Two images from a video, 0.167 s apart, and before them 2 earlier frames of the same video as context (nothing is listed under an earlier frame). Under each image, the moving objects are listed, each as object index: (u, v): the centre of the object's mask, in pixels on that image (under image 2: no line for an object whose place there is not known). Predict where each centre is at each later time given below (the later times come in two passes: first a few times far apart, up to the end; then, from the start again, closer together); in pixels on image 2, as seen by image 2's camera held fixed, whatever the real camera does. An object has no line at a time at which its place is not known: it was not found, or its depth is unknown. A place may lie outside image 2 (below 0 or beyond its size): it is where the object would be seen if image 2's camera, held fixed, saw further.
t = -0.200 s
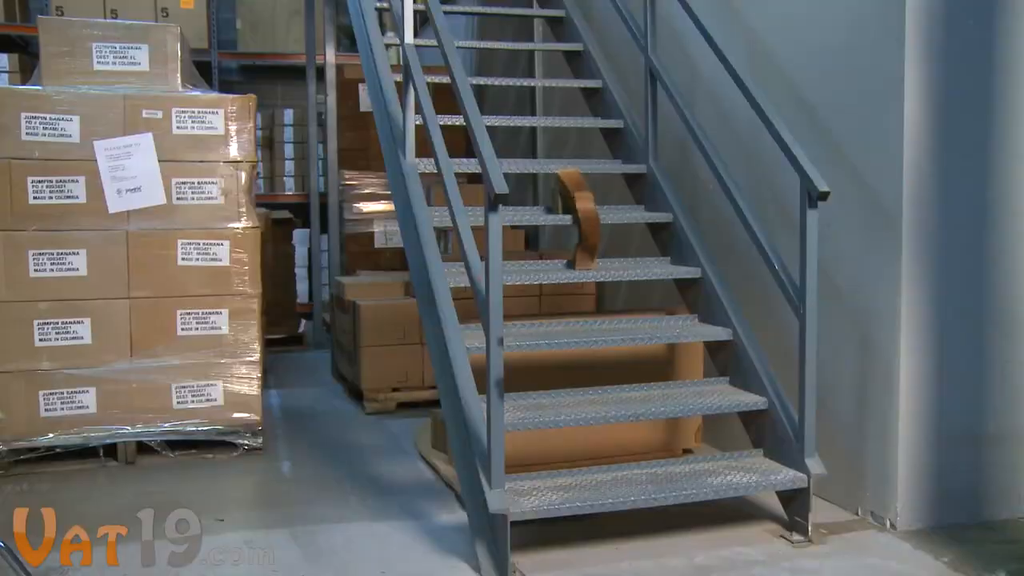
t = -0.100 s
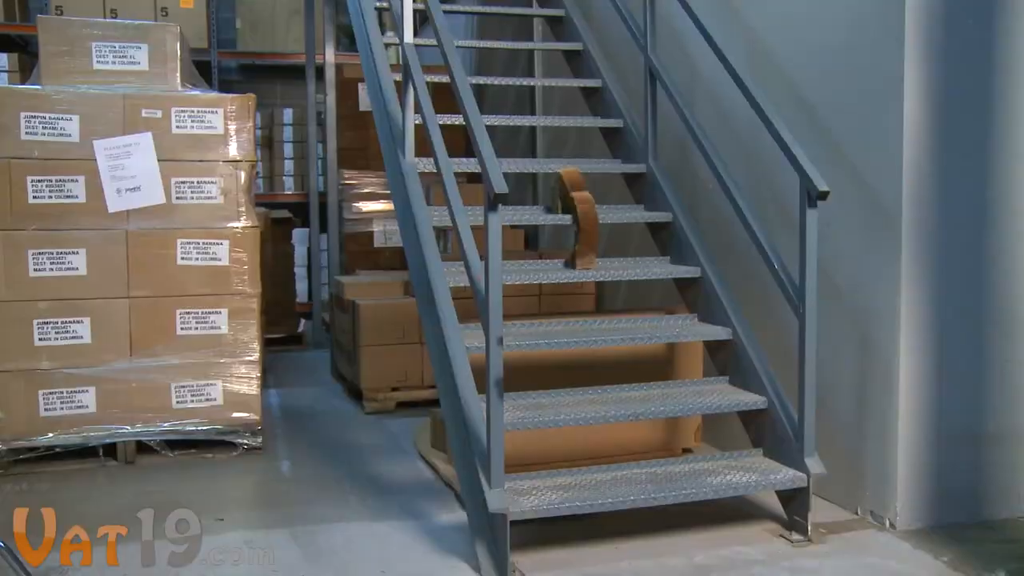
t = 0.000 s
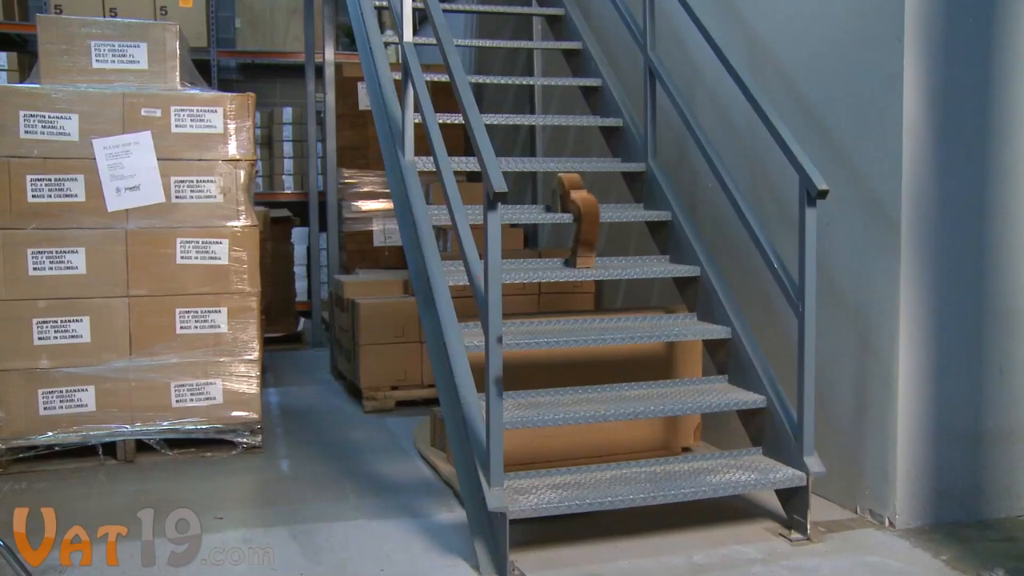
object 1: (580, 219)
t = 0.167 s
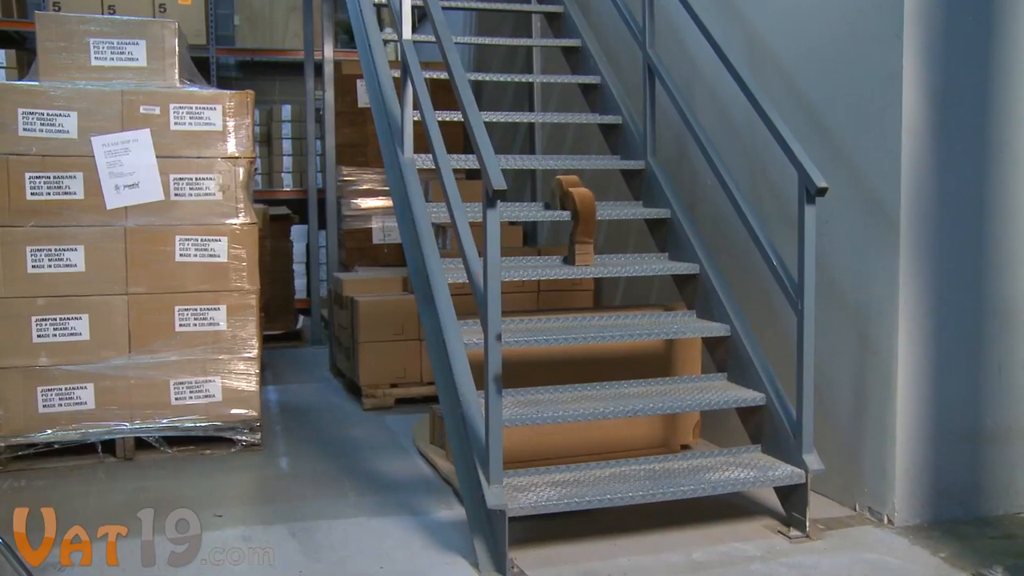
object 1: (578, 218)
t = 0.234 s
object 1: (579, 219)
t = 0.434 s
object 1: (578, 221)
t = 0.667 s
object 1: (581, 228)
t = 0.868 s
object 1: (592, 252)
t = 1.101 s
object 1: (594, 269)
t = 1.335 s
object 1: (594, 275)
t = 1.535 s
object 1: (596, 278)
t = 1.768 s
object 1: (597, 281)
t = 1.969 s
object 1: (607, 295)
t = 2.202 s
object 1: (619, 329)
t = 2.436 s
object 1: (620, 334)
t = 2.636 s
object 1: (620, 337)
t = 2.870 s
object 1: (621, 342)
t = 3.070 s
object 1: (622, 346)
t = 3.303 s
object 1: (640, 368)
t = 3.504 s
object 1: (648, 405)
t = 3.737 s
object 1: (647, 410)
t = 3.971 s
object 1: (648, 414)
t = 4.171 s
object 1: (649, 418)
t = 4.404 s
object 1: (656, 429)
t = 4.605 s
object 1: (673, 462)
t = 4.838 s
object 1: (680, 488)
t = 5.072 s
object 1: (681, 493)
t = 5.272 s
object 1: (682, 497)
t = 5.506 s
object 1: (684, 503)
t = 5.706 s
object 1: (694, 520)
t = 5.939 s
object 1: (709, 549)
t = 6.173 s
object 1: (709, 552)
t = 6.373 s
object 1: (710, 557)
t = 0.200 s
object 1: (578, 219)
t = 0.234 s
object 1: (579, 219)
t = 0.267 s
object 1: (579, 219)
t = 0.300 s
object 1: (579, 220)
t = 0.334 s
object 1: (578, 220)
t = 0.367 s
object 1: (578, 221)
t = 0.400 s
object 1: (578, 221)
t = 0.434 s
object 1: (578, 221)
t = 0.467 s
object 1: (577, 222)
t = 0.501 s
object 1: (578, 223)
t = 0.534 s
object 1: (578, 224)
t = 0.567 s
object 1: (578, 224)
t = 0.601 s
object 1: (578, 225)
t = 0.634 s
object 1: (580, 227)
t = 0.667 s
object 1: (581, 228)
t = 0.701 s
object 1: (583, 231)
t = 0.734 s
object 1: (586, 235)
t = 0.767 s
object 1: (587, 237)
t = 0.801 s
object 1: (590, 241)
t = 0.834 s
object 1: (591, 246)
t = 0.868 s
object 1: (592, 252)
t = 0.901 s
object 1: (594, 257)
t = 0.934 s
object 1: (595, 265)
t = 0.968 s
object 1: (594, 267)
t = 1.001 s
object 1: (594, 268)
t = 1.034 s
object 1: (594, 269)
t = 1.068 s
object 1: (594, 269)
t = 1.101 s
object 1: (594, 269)
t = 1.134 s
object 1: (594, 271)
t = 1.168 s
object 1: (594, 271)
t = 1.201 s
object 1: (594, 272)
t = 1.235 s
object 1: (595, 273)
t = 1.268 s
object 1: (595, 273)
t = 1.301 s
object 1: (594, 274)
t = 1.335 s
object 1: (594, 275)
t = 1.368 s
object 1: (595, 275)
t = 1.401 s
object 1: (595, 276)
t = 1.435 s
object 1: (595, 276)
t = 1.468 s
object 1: (596, 276)
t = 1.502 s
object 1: (596, 277)
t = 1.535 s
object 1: (596, 278)
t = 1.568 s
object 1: (596, 278)
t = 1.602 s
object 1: (596, 279)
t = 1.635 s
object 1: (596, 279)
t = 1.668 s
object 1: (597, 280)
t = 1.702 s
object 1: (597, 280)
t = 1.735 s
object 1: (597, 281)
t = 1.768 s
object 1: (597, 281)
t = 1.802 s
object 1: (598, 282)
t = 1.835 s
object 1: (598, 283)
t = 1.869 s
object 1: (600, 285)
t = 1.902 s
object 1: (602, 289)
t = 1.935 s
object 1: (604, 291)
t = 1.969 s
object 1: (607, 295)
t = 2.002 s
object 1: (609, 297)
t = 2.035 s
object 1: (612, 302)
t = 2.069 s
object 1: (613, 305)
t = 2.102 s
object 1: (615, 312)
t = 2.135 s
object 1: (617, 317)
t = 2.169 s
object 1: (618, 323)
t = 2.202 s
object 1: (619, 329)
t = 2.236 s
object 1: (619, 331)
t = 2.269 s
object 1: (619, 331)
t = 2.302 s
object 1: (620, 332)
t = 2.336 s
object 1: (620, 333)
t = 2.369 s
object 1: (620, 333)
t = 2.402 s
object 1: (620, 332)
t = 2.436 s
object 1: (620, 334)
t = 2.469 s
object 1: (620, 334)
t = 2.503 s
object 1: (621, 335)
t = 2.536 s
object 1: (620, 336)
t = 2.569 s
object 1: (620, 336)
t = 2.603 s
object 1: (620, 336)
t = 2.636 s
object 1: (620, 337)
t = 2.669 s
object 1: (620, 338)
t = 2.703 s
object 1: (620, 339)
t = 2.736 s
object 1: (620, 340)
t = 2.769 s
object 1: (620, 340)
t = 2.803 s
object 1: (621, 341)
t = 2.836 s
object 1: (621, 341)
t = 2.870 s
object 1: (621, 342)
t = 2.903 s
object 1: (621, 343)
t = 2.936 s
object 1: (621, 343)
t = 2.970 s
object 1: (621, 344)
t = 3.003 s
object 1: (622, 345)
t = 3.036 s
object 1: (622, 345)
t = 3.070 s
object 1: (622, 346)
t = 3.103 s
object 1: (623, 347)
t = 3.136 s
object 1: (625, 349)
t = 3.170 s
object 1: (628, 351)
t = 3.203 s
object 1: (630, 356)
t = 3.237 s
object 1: (635, 358)
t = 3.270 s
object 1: (637, 364)
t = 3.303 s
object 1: (640, 368)
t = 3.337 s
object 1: (643, 376)
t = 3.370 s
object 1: (645, 382)
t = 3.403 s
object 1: (646, 389)
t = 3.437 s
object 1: (647, 397)
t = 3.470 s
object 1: (648, 403)
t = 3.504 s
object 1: (648, 405)
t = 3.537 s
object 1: (648, 406)
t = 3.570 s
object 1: (647, 406)
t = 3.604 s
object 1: (647, 407)
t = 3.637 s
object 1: (648, 408)
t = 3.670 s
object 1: (648, 409)
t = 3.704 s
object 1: (647, 410)
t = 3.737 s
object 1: (647, 410)
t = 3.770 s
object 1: (647, 410)
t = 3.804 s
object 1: (647, 411)
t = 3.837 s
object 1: (648, 412)
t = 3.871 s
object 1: (647, 412)
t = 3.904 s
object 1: (648, 413)
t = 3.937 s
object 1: (648, 414)
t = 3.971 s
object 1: (648, 414)
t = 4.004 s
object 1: (648, 414)
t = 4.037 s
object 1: (648, 416)
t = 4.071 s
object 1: (648, 416)
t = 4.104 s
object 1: (648, 416)
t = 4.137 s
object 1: (648, 417)
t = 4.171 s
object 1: (649, 418)
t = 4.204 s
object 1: (649, 418)
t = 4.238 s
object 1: (650, 419)
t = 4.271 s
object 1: (650, 420)
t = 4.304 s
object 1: (650, 420)
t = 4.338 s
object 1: (652, 421)
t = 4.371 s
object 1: (654, 425)
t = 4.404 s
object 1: (656, 429)
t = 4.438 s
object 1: (659, 434)
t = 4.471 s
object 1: (662, 438)
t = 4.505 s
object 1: (664, 442)
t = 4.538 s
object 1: (667, 444)
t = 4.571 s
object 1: (671, 454)
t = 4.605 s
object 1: (673, 462)
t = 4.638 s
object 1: (675, 467)
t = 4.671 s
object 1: (676, 473)
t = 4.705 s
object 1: (678, 483)
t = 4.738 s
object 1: (679, 486)
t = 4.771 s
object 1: (679, 487)
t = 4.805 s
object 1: (680, 487)
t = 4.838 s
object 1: (680, 488)
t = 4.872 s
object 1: (681, 488)
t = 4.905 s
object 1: (681, 488)
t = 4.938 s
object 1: (681, 489)
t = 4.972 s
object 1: (681, 491)
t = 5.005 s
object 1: (682, 492)
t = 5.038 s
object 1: (681, 493)
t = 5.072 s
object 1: (681, 493)
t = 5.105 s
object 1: (681, 493)
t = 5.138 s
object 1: (681, 495)
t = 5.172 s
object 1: (682, 496)
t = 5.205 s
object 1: (682, 496)
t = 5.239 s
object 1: (682, 497)
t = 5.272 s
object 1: (682, 497)
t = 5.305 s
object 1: (682, 498)
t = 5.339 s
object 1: (683, 499)
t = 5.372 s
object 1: (683, 500)
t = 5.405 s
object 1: (683, 501)
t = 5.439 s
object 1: (684, 501)
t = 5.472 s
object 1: (684, 502)
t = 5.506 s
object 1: (684, 503)
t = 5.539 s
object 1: (685, 504)
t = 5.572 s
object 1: (685, 504)
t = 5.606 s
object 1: (686, 506)
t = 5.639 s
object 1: (688, 509)
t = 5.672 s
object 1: (691, 514)
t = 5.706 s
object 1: (694, 520)
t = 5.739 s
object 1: (698, 525)
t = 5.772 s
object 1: (700, 531)
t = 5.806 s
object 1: (705, 536)
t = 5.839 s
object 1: (709, 545)
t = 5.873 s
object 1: (709, 547)
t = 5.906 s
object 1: (709, 548)
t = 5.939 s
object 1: (709, 549)
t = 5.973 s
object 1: (709, 549)
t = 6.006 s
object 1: (709, 550)
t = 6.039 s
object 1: (709, 550)
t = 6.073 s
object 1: (709, 550)
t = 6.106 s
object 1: (709, 551)
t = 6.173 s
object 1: (709, 552)
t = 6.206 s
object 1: (709, 553)
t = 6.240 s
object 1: (710, 553)
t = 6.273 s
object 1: (710, 554)
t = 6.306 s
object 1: (710, 555)
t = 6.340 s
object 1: (710, 556)
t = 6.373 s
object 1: (710, 557)
